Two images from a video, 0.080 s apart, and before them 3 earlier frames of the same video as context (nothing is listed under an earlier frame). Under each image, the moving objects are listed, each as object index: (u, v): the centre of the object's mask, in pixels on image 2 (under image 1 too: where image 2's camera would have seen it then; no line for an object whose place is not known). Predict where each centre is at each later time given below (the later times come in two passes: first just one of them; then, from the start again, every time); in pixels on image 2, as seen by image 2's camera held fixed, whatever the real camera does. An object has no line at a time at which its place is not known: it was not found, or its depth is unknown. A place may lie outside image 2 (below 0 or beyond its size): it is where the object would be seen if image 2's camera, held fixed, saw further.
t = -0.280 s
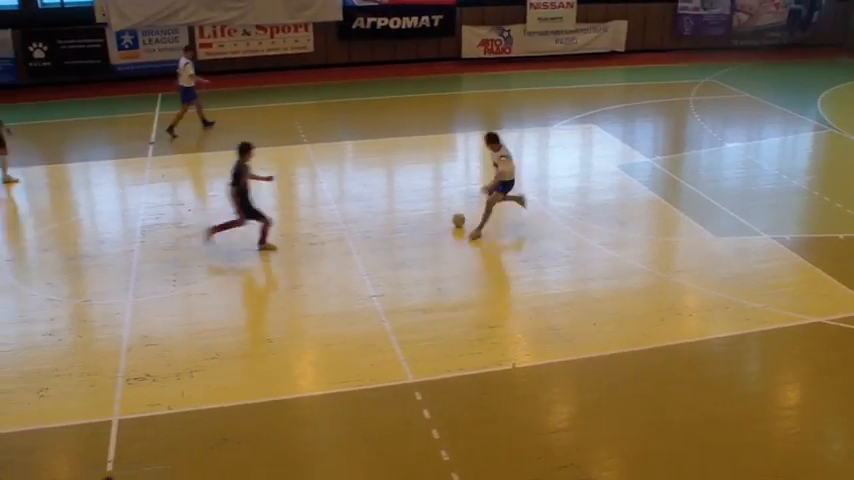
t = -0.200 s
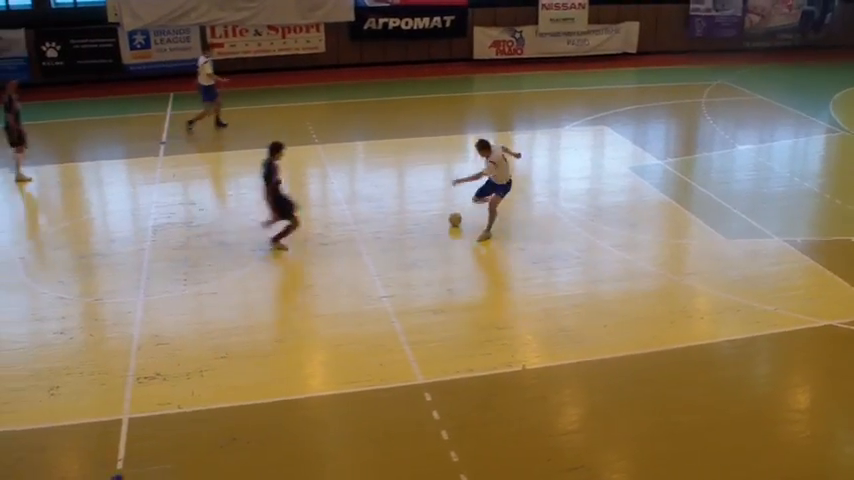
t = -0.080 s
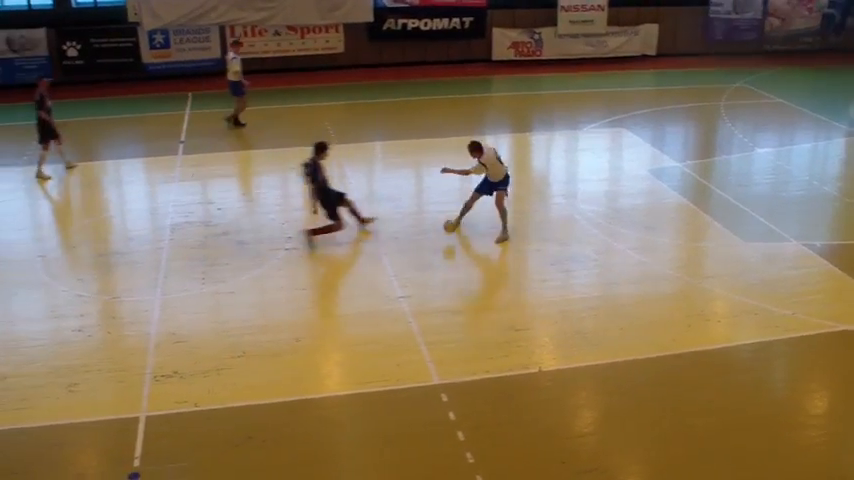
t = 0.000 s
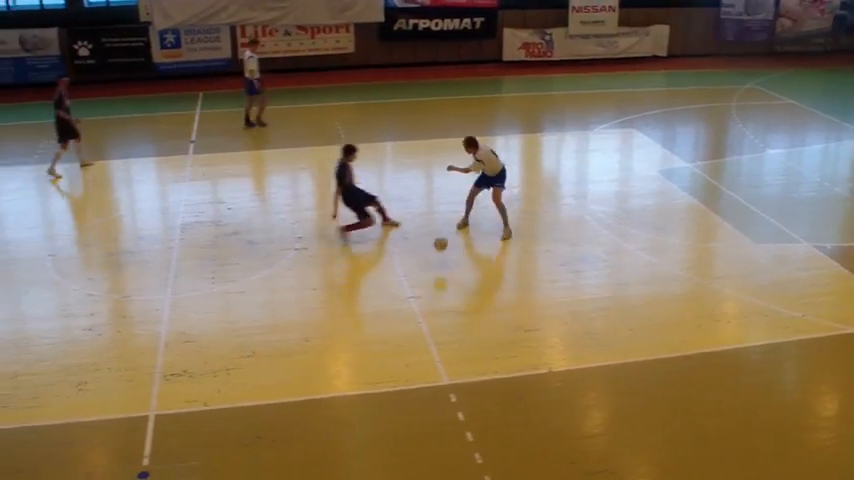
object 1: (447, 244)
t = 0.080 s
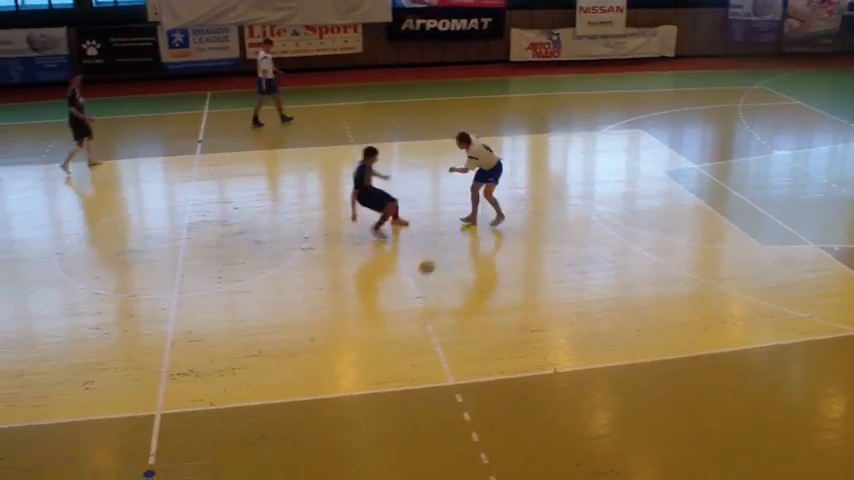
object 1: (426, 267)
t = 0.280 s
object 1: (363, 362)
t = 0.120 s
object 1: (415, 281)
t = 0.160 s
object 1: (404, 296)
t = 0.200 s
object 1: (390, 316)
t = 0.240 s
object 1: (376, 338)
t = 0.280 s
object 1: (363, 362)
